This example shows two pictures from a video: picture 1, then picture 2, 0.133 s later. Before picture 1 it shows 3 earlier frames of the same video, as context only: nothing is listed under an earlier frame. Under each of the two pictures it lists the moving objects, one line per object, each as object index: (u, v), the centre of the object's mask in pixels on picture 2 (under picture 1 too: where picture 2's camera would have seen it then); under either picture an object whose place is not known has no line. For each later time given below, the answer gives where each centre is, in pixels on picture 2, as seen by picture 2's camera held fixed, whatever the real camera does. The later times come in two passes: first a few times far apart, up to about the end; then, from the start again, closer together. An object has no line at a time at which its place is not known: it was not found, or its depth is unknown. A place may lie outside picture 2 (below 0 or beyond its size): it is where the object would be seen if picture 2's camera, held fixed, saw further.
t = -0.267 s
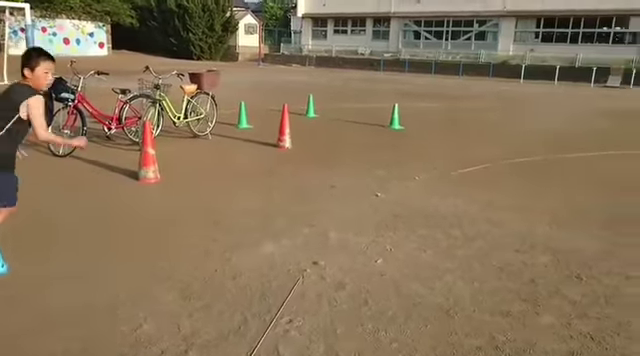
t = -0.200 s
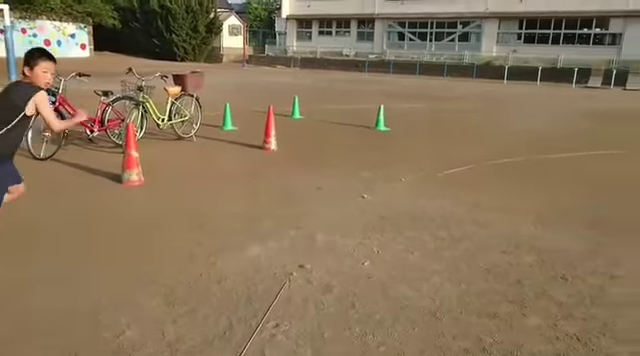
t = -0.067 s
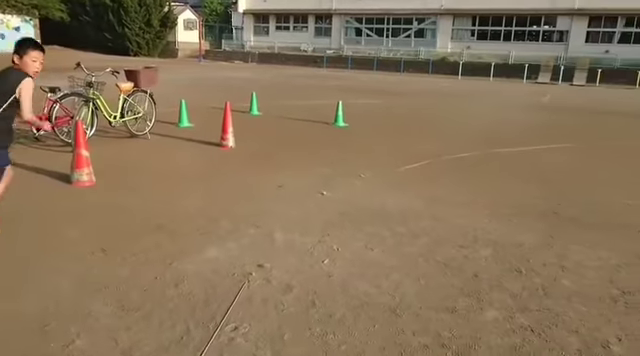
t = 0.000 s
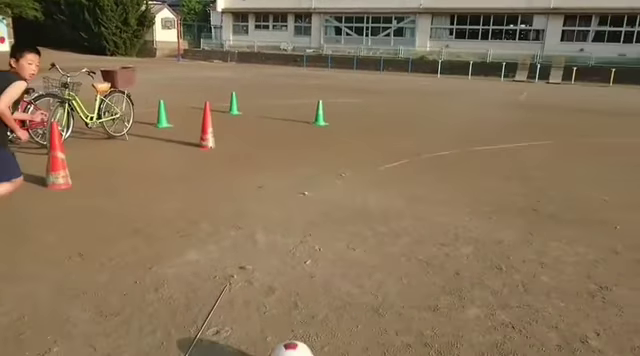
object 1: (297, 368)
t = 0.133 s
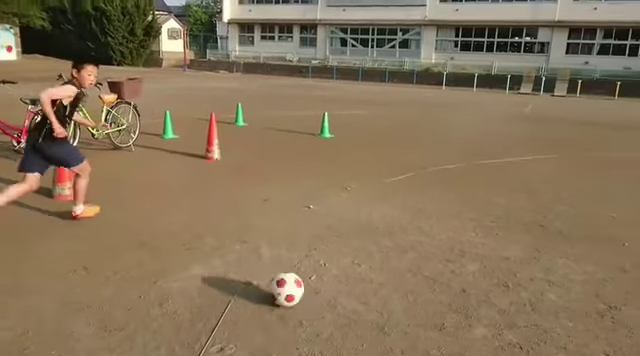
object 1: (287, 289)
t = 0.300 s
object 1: (282, 232)
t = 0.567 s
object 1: (275, 189)
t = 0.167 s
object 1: (285, 274)
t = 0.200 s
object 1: (284, 262)
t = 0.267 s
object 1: (281, 240)
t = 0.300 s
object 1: (282, 232)
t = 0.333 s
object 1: (281, 224)
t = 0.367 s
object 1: (279, 218)
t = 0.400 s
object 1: (279, 211)
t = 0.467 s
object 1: (277, 200)
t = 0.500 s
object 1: (276, 195)
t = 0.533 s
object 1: (276, 191)
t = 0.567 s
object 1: (275, 189)
